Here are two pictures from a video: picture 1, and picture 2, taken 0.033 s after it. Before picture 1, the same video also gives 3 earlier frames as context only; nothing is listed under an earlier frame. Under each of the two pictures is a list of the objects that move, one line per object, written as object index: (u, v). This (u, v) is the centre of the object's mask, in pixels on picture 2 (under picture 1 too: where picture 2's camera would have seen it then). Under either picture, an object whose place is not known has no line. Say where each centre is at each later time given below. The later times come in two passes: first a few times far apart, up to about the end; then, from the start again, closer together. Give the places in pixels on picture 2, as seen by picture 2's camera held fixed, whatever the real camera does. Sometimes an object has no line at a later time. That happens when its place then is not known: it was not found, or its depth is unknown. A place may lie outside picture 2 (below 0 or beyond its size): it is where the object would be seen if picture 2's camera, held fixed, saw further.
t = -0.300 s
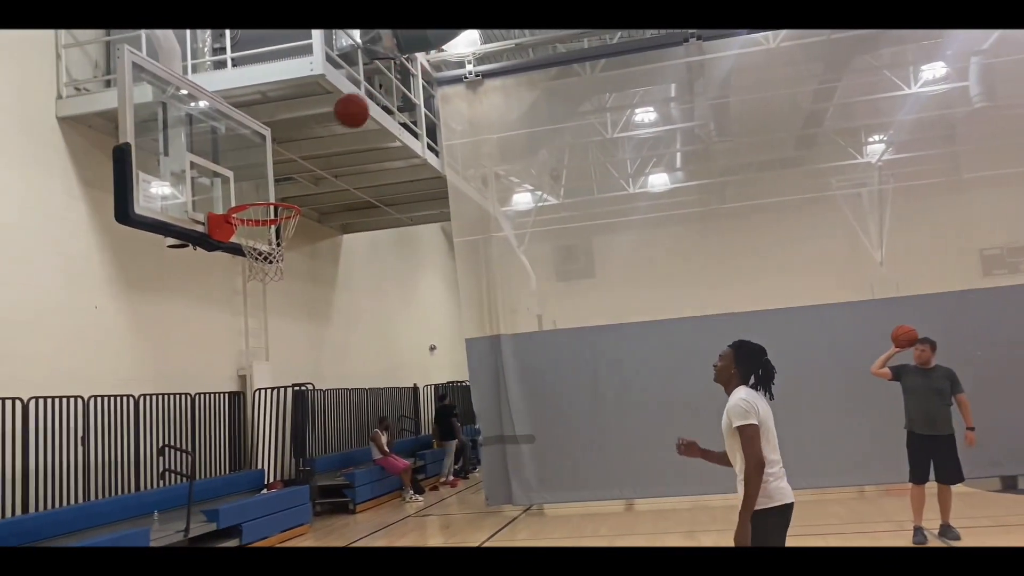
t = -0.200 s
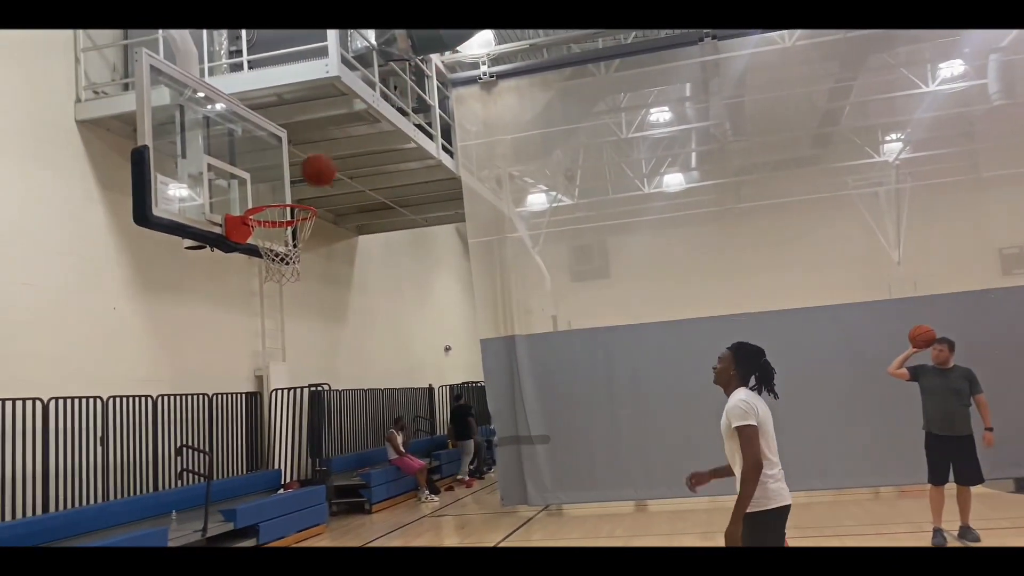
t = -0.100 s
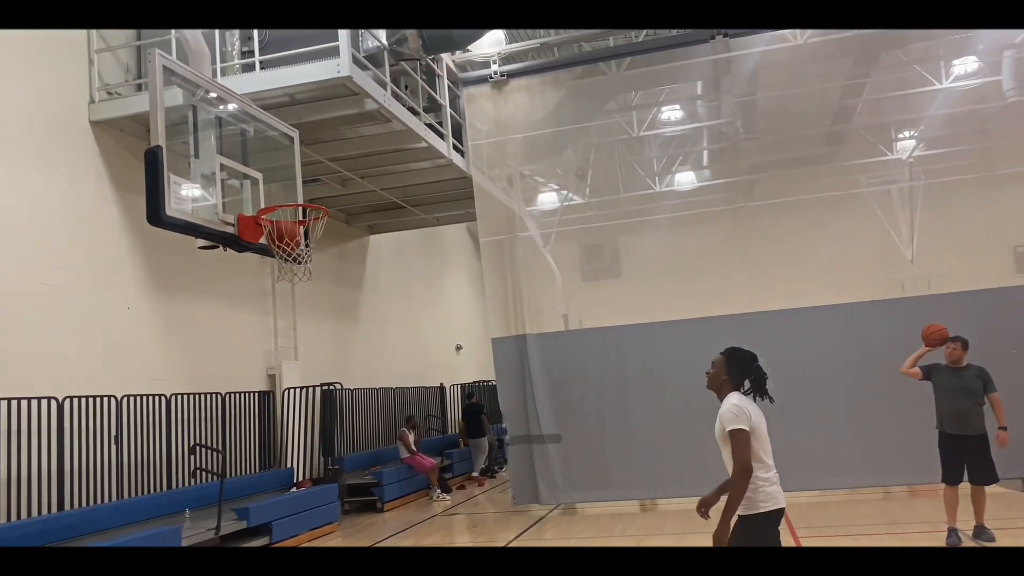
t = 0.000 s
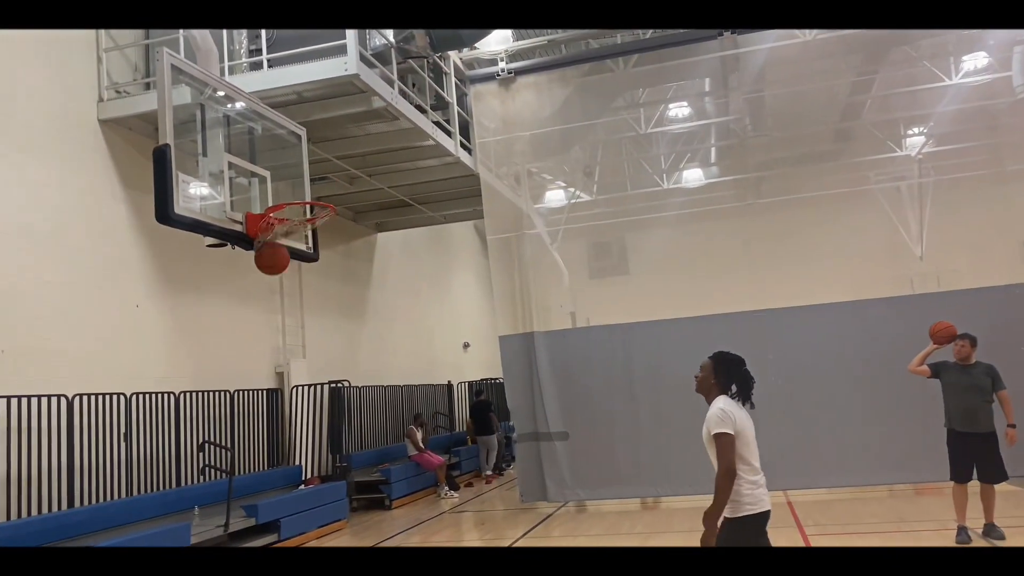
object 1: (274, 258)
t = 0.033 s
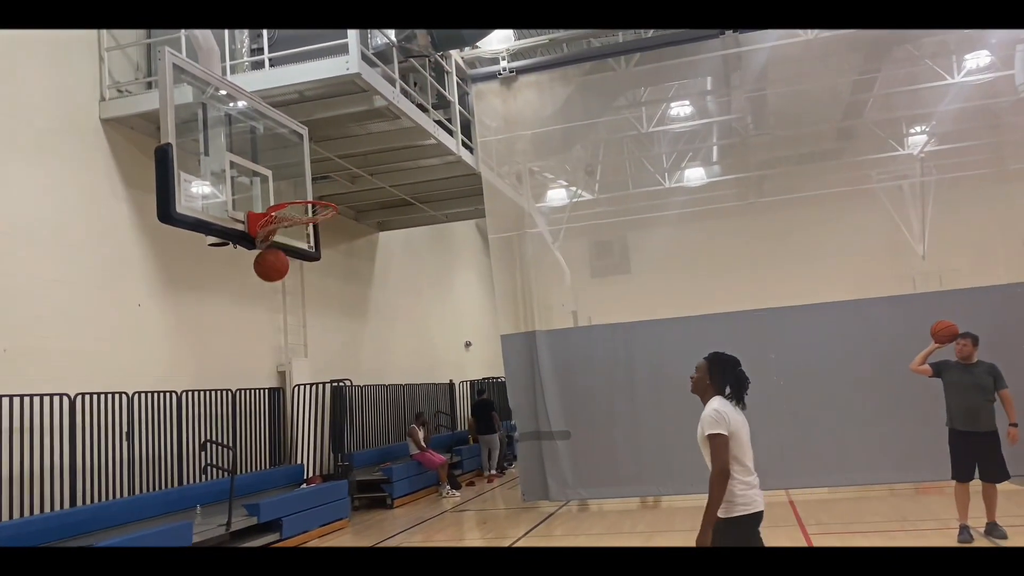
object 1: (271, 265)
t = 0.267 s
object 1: (257, 362)
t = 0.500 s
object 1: (245, 534)
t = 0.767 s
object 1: (251, 538)
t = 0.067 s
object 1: (269, 275)
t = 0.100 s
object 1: (267, 285)
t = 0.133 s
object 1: (265, 297)
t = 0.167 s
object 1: (263, 311)
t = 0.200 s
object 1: (261, 326)
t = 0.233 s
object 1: (259, 343)
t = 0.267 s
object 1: (257, 362)
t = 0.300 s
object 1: (255, 381)
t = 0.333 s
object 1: (254, 403)
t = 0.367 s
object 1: (251, 426)
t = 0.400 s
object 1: (250, 451)
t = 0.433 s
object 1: (249, 477)
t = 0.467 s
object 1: (247, 504)
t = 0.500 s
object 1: (245, 534)
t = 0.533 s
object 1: (245, 564)
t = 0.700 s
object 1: (250, 582)
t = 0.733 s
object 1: (249, 559)
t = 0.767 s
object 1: (251, 538)
